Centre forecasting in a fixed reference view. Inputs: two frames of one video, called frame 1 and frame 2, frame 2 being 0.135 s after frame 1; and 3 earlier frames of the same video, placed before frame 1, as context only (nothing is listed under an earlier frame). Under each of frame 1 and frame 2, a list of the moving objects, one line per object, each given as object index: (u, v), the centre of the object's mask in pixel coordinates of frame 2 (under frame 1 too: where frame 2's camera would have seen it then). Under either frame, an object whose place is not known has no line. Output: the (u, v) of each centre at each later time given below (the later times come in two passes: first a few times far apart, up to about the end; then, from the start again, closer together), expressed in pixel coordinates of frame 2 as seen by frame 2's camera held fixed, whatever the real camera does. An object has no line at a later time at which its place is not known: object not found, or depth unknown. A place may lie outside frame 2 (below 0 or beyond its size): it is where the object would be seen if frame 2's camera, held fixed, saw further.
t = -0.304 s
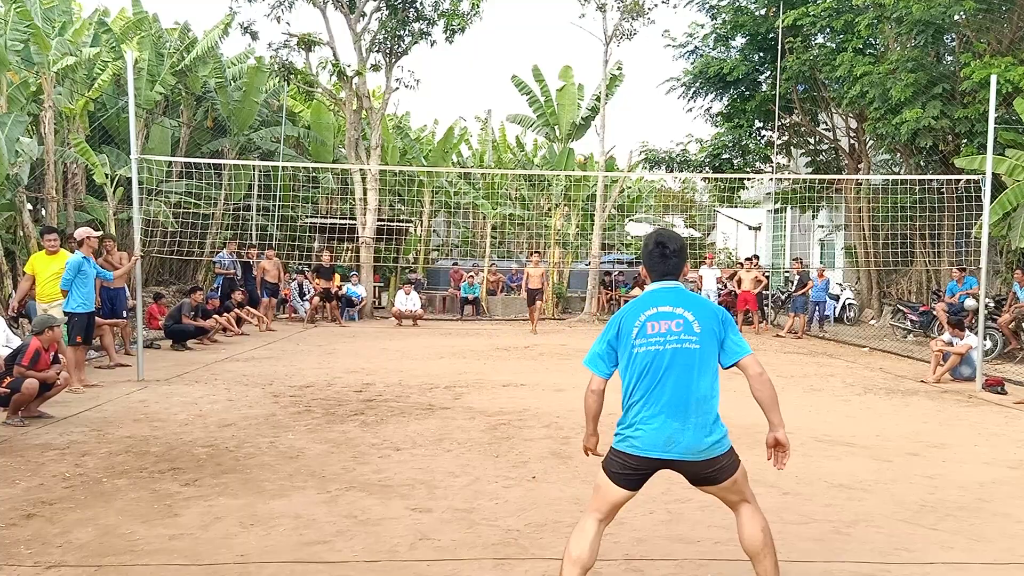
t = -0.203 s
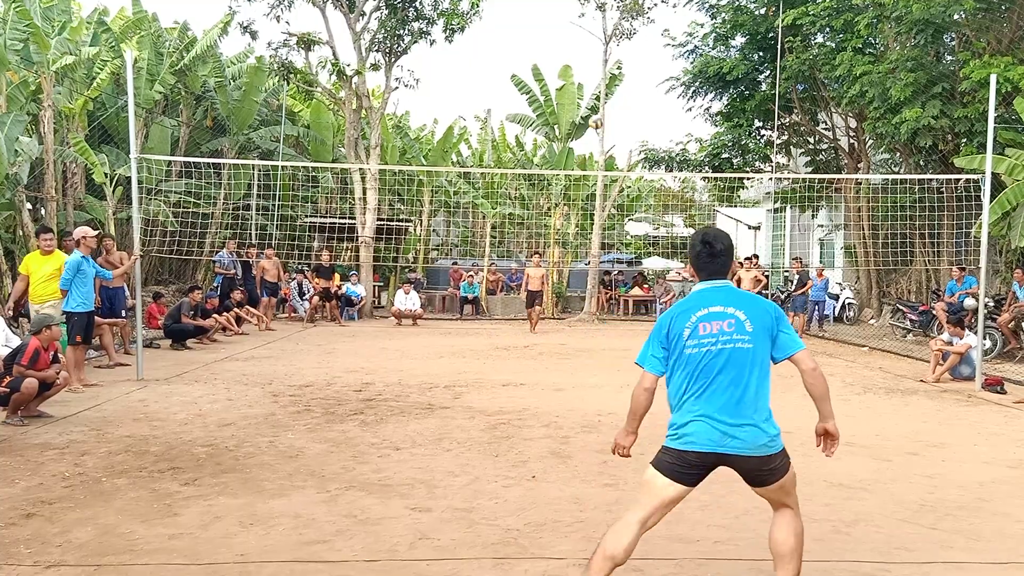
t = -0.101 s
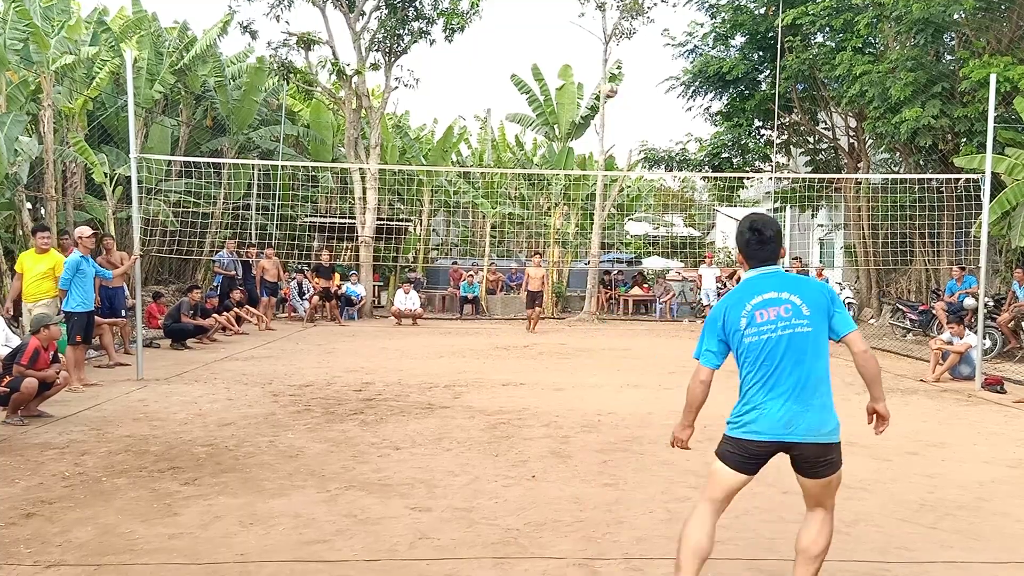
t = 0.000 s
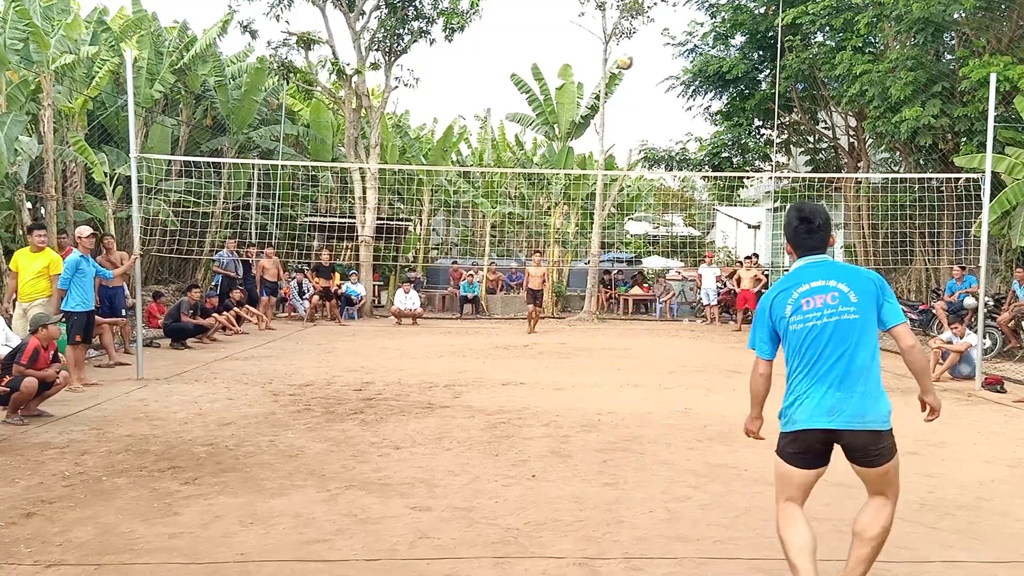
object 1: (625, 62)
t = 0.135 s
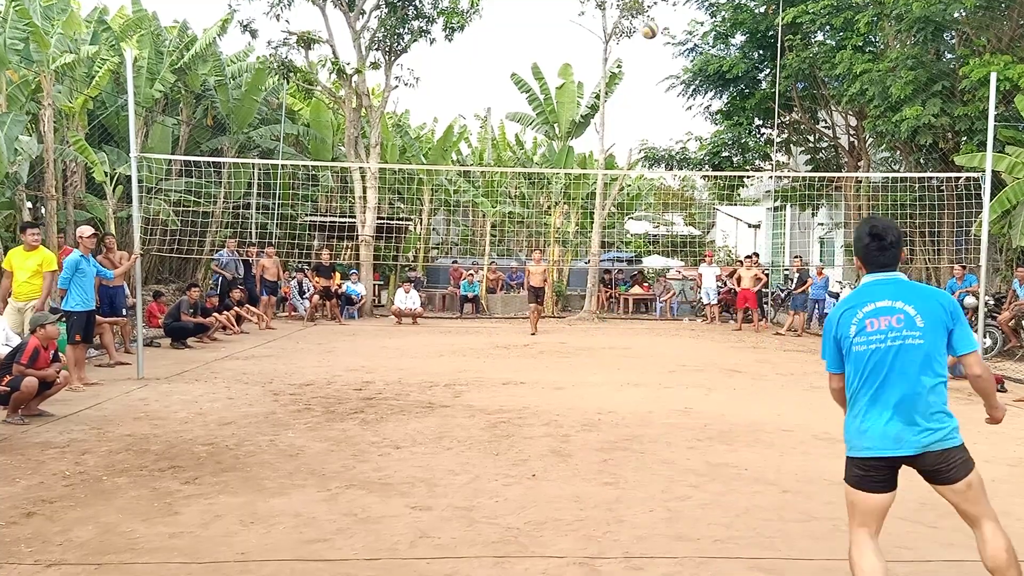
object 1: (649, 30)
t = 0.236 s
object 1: (671, 14)
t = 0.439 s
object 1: (721, 11)
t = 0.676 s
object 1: (812, 80)
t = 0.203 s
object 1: (663, 19)
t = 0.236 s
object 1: (671, 14)
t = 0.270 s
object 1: (678, 10)
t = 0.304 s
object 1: (685, 9)
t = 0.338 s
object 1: (695, 9)
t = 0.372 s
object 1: (703, 9)
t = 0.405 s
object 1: (712, 10)
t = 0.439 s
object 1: (721, 11)
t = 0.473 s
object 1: (732, 13)
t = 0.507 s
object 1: (743, 17)
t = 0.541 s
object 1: (755, 24)
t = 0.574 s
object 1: (768, 34)
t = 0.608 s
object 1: (781, 47)
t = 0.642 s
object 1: (796, 62)
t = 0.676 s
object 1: (812, 80)
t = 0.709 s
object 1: (829, 102)
